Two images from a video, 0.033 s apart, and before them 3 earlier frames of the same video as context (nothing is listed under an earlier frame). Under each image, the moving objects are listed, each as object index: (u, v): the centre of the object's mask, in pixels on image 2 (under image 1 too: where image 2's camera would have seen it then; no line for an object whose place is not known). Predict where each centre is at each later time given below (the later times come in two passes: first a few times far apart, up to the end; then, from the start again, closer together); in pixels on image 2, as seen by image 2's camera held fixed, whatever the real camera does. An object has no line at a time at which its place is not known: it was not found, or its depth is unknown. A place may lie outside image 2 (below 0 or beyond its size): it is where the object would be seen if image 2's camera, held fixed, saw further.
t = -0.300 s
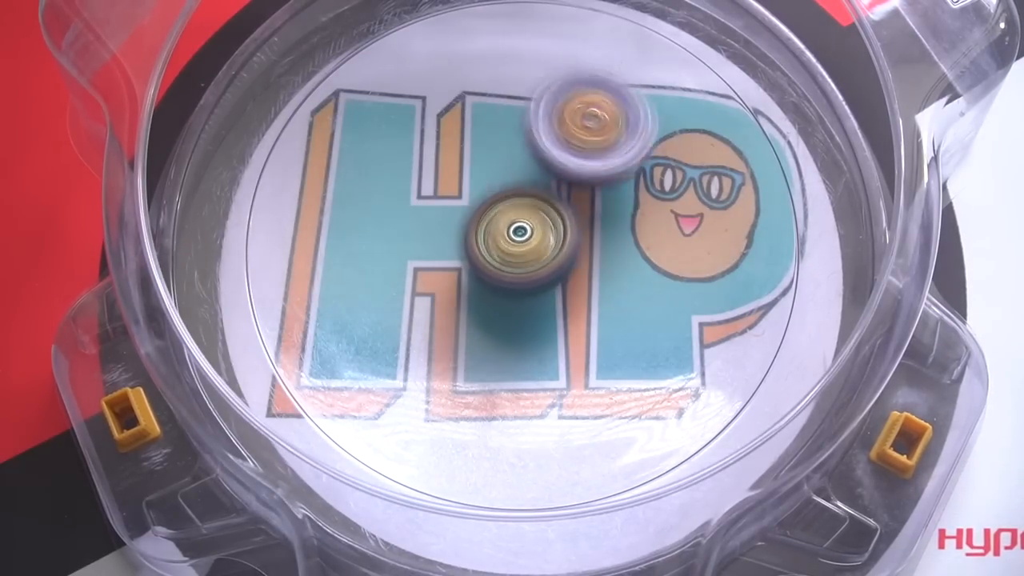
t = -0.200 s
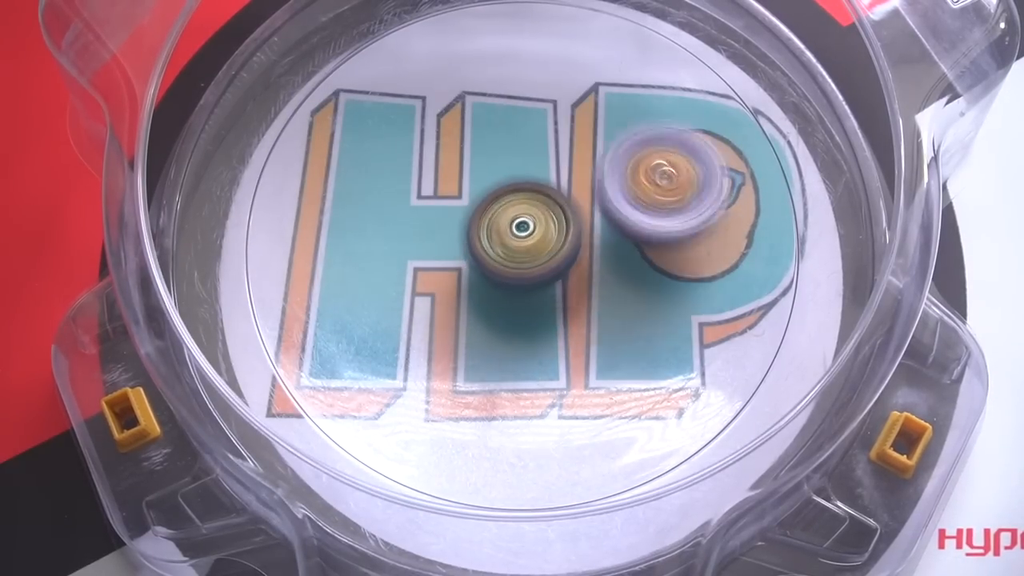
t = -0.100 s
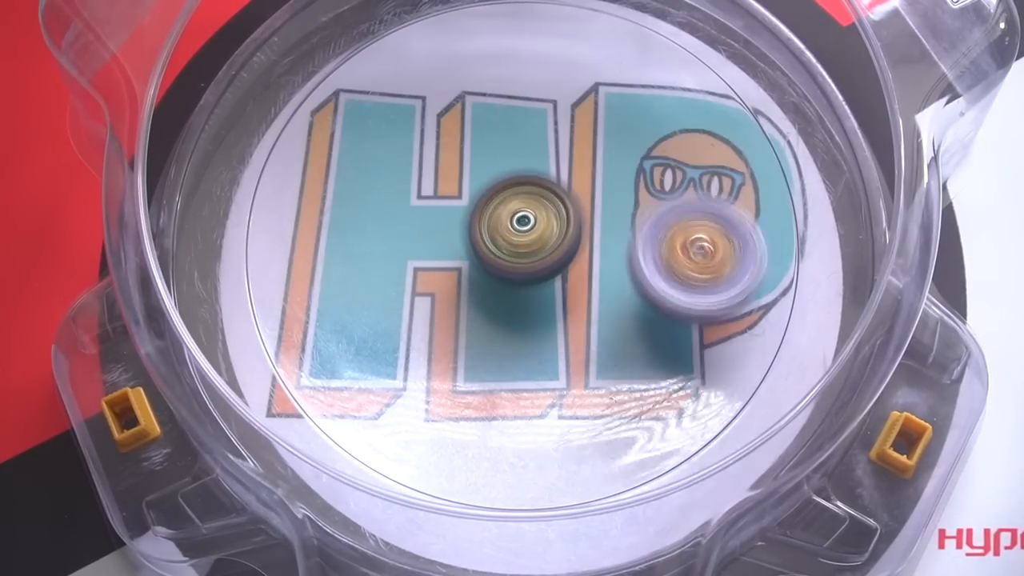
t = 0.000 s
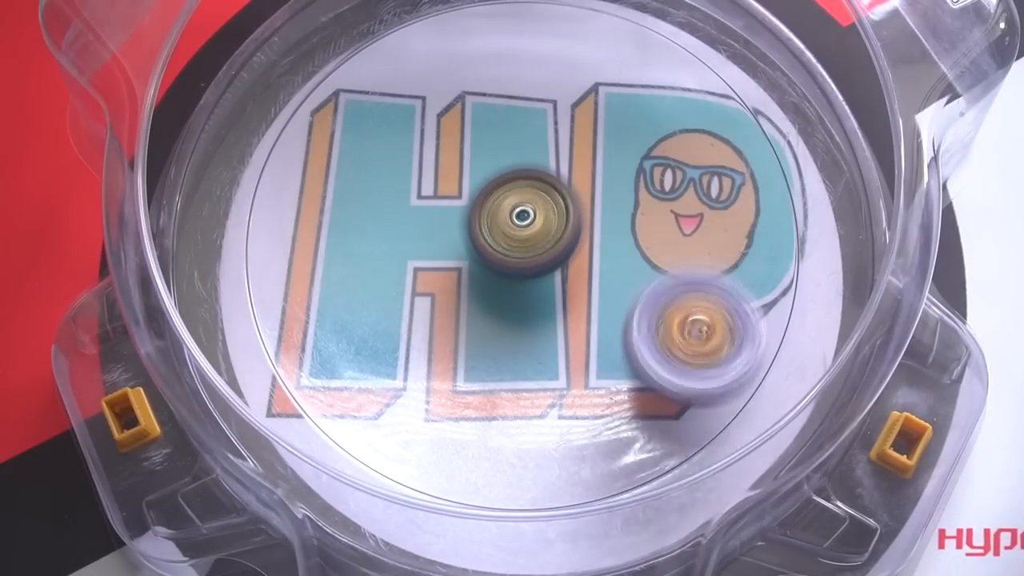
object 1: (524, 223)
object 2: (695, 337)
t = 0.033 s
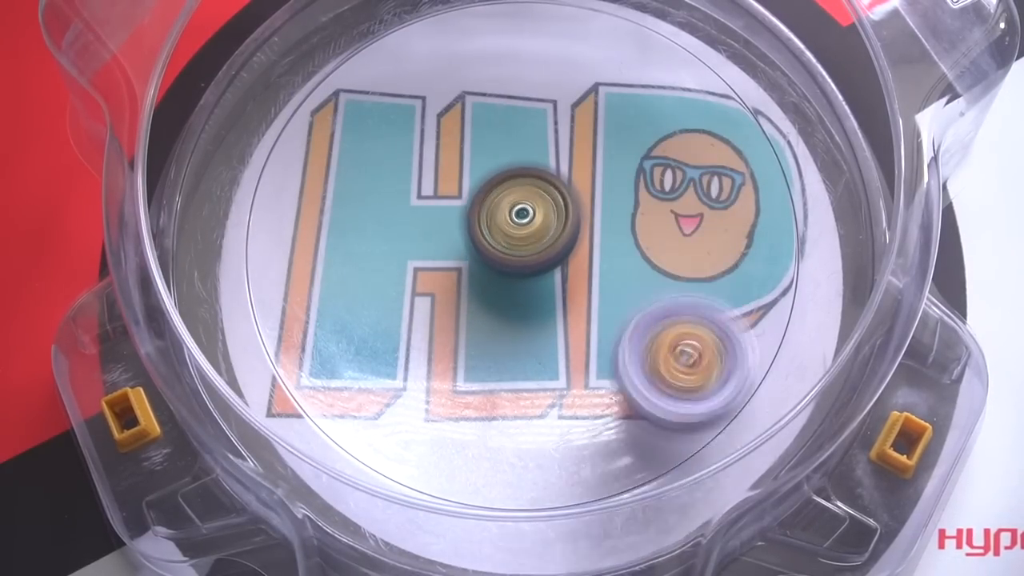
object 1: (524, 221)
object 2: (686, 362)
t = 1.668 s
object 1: (554, 205)
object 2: (345, 242)
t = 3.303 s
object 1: (595, 371)
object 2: (418, 31)
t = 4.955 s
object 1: (487, 292)
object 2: (679, 314)
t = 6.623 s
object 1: (526, 268)
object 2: (379, 315)
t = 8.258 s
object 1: (388, 349)
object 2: (519, 85)
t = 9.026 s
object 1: (434, 321)
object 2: (527, 205)
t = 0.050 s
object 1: (523, 220)
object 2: (677, 376)
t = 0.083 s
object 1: (522, 219)
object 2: (655, 399)
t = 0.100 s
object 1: (521, 218)
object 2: (642, 410)
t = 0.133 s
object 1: (520, 216)
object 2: (613, 425)
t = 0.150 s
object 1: (519, 215)
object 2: (597, 431)
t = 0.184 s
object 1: (518, 214)
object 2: (560, 438)
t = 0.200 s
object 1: (517, 214)
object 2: (544, 437)
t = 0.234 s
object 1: (515, 212)
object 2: (507, 431)
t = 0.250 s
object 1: (515, 212)
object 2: (491, 426)
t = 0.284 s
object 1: (513, 211)
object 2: (459, 411)
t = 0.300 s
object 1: (512, 211)
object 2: (445, 400)
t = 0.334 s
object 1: (511, 210)
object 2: (420, 372)
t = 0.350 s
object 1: (510, 210)
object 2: (411, 359)
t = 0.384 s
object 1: (507, 210)
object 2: (394, 330)
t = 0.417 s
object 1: (506, 210)
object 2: (387, 297)
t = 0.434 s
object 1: (505, 210)
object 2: (385, 282)
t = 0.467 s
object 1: (507, 205)
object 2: (381, 252)
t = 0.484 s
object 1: (515, 199)
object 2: (377, 241)
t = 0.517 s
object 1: (530, 190)
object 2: (375, 216)
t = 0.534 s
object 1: (536, 185)
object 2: (378, 202)
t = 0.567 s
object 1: (543, 178)
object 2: (386, 179)
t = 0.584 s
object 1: (545, 176)
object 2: (392, 169)
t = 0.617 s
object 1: (548, 176)
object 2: (408, 150)
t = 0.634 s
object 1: (549, 176)
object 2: (416, 139)
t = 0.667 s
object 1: (554, 176)
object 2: (430, 119)
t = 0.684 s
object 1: (557, 175)
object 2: (435, 111)
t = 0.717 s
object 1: (561, 175)
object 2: (451, 96)
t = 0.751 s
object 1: (563, 177)
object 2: (468, 81)
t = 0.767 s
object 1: (565, 178)
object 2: (479, 74)
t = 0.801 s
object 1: (566, 179)
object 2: (501, 65)
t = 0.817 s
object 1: (566, 179)
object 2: (512, 59)
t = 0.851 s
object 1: (566, 179)
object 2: (535, 54)
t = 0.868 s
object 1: (566, 178)
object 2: (549, 52)
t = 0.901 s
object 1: (567, 178)
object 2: (574, 51)
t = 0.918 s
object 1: (567, 178)
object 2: (587, 52)
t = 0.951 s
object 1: (567, 178)
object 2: (614, 55)
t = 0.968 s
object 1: (566, 178)
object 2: (626, 58)
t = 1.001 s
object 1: (566, 178)
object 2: (650, 71)
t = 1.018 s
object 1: (566, 178)
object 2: (662, 77)
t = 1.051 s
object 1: (565, 178)
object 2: (682, 100)
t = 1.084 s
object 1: (565, 179)
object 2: (697, 124)
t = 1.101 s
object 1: (565, 179)
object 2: (701, 139)
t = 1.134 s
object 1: (564, 180)
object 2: (707, 165)
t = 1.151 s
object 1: (565, 180)
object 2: (707, 183)
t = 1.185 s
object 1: (564, 181)
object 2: (700, 214)
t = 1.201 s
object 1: (563, 181)
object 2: (699, 226)
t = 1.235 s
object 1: (562, 182)
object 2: (684, 254)
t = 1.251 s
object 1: (562, 182)
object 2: (674, 269)
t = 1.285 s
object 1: (561, 183)
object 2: (650, 294)
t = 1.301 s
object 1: (561, 184)
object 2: (635, 304)
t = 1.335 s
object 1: (560, 186)
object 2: (607, 321)
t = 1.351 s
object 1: (560, 186)
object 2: (590, 327)
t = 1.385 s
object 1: (559, 188)
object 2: (558, 333)
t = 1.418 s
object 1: (558, 189)
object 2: (524, 337)
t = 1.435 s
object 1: (558, 190)
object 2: (510, 335)
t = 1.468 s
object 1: (557, 192)
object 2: (478, 334)
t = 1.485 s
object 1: (557, 193)
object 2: (464, 330)
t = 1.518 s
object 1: (556, 195)
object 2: (434, 322)
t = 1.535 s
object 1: (556, 196)
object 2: (419, 315)
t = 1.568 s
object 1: (555, 198)
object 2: (395, 301)
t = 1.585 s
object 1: (555, 199)
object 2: (384, 292)
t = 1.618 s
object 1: (554, 201)
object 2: (367, 273)
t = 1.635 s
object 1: (554, 203)
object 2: (358, 264)
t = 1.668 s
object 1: (554, 205)
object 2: (345, 242)
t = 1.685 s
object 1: (554, 205)
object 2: (339, 230)
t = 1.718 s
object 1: (554, 207)
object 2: (332, 207)
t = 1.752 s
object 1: (554, 209)
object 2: (328, 182)
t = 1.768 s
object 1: (554, 210)
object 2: (330, 170)
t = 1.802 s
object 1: (554, 212)
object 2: (333, 146)
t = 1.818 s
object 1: (554, 213)
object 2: (340, 135)
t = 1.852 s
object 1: (555, 215)
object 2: (351, 112)
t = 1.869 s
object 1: (555, 216)
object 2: (360, 100)
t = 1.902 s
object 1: (555, 218)
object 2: (378, 84)
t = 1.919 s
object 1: (555, 219)
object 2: (391, 76)
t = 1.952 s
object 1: (556, 221)
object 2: (416, 67)
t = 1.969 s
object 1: (556, 221)
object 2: (429, 63)
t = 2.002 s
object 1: (557, 223)
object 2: (459, 61)
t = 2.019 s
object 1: (558, 224)
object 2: (474, 63)
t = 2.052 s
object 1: (559, 225)
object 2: (504, 71)
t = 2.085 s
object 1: (558, 227)
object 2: (531, 80)
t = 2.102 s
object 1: (559, 227)
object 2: (544, 90)
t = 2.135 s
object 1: (562, 232)
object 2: (569, 104)
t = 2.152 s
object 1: (564, 247)
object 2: (577, 104)
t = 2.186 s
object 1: (572, 278)
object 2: (591, 100)
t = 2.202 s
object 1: (575, 288)
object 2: (598, 101)
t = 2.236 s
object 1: (578, 304)
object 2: (612, 109)
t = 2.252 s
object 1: (579, 310)
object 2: (618, 115)
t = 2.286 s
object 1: (580, 319)
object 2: (632, 132)
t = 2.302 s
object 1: (580, 321)
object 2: (639, 145)
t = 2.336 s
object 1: (581, 320)
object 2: (647, 167)
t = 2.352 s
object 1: (581, 321)
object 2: (649, 180)
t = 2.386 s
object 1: (583, 321)
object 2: (650, 206)
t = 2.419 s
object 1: (570, 369)
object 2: (654, 195)
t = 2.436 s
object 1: (562, 400)
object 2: (659, 176)
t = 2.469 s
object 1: (538, 455)
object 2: (664, 142)
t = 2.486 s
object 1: (531, 482)
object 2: (664, 128)
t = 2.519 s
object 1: (508, 513)
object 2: (667, 106)
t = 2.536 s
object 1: (498, 522)
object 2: (667, 98)
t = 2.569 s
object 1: (478, 536)
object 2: (667, 85)
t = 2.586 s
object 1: (469, 536)
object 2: (666, 82)
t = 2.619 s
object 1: (455, 533)
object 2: (667, 77)
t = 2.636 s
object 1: (449, 532)
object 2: (668, 77)
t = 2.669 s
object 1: (439, 525)
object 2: (668, 81)
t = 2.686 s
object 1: (436, 519)
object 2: (669, 84)
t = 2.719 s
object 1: (433, 504)
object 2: (670, 91)
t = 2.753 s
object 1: (431, 487)
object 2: (670, 102)
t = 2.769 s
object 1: (431, 478)
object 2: (670, 110)
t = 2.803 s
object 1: (436, 453)
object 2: (664, 122)
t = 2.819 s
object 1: (436, 447)
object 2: (658, 130)
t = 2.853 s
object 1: (440, 429)
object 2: (644, 146)
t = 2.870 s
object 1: (442, 417)
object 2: (635, 154)
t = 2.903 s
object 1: (449, 391)
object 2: (614, 166)
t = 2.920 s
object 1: (453, 378)
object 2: (603, 170)
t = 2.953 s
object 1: (461, 356)
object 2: (579, 177)
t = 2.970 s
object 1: (467, 344)
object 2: (565, 180)
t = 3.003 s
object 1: (481, 316)
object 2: (542, 181)
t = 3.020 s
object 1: (488, 306)
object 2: (529, 179)
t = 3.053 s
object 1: (513, 321)
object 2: (502, 146)
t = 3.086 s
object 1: (533, 347)
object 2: (478, 109)
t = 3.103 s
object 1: (544, 356)
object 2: (466, 94)
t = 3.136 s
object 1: (563, 367)
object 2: (445, 69)
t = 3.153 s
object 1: (573, 374)
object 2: (436, 57)
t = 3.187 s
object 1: (590, 381)
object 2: (428, 47)
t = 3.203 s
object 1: (595, 381)
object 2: (424, 44)
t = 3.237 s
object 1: (599, 378)
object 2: (420, 39)
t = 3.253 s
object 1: (598, 376)
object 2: (420, 36)
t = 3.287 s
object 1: (596, 372)
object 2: (418, 32)
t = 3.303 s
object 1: (595, 371)
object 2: (418, 31)
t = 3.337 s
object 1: (592, 366)
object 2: (423, 32)
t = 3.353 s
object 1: (591, 365)
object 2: (426, 34)
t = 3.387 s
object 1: (589, 360)
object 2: (433, 37)
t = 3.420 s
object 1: (587, 352)
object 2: (439, 42)
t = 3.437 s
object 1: (586, 348)
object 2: (442, 46)
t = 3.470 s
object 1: (585, 338)
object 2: (450, 59)
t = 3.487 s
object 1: (583, 333)
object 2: (454, 71)
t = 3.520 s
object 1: (580, 319)
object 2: (458, 92)
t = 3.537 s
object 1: (579, 311)
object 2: (459, 104)
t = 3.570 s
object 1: (575, 296)
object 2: (460, 128)
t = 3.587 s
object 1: (573, 288)
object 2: (460, 138)
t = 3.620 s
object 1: (568, 271)
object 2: (458, 162)
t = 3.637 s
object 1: (566, 261)
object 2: (456, 171)
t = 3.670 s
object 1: (585, 248)
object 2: (434, 186)
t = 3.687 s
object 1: (602, 246)
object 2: (414, 189)
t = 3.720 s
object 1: (635, 242)
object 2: (383, 200)
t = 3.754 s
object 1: (656, 235)
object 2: (358, 211)
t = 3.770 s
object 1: (663, 232)
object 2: (349, 217)
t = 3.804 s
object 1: (671, 229)
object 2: (335, 227)
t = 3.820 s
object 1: (672, 227)
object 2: (329, 232)
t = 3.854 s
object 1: (668, 227)
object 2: (318, 240)
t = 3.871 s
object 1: (666, 226)
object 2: (314, 243)
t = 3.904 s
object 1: (661, 226)
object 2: (307, 251)
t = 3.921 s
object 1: (659, 225)
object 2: (303, 255)
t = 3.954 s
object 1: (653, 224)
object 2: (299, 263)
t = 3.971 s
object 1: (650, 223)
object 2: (298, 266)
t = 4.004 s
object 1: (641, 221)
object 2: (298, 273)
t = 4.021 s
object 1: (636, 220)
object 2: (300, 275)
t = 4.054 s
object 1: (625, 216)
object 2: (306, 282)
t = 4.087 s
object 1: (611, 214)
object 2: (317, 288)
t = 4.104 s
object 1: (603, 212)
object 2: (322, 291)
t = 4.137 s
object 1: (587, 207)
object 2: (337, 296)
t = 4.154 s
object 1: (578, 205)
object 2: (346, 298)
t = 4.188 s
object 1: (559, 201)
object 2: (363, 302)
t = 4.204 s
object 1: (551, 199)
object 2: (373, 306)
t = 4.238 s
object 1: (532, 197)
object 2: (393, 313)
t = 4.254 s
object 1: (523, 195)
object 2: (403, 316)
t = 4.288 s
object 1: (506, 193)
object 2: (421, 322)
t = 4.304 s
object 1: (498, 193)
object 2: (431, 324)
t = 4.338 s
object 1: (482, 193)
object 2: (450, 327)
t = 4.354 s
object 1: (474, 195)
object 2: (459, 330)
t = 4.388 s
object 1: (460, 195)
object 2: (477, 338)
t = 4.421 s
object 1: (449, 198)
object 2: (496, 344)
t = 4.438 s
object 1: (443, 199)
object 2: (505, 347)
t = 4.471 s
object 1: (433, 205)
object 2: (522, 350)
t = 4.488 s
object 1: (429, 206)
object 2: (532, 352)
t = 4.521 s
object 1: (424, 211)
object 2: (550, 356)
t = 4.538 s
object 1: (422, 213)
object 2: (559, 357)
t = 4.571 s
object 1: (419, 219)
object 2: (576, 360)
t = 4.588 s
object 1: (419, 222)
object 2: (584, 360)
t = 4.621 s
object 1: (418, 226)
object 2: (601, 360)
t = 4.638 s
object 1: (419, 230)
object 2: (609, 361)
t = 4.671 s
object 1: (420, 236)
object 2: (628, 362)
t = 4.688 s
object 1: (421, 239)
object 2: (635, 361)
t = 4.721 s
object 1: (425, 245)
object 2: (646, 358)
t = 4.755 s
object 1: (429, 252)
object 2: (658, 356)
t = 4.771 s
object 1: (432, 256)
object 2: (662, 355)
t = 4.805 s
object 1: (440, 264)
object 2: (672, 351)
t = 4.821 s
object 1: (445, 268)
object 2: (675, 349)
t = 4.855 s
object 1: (453, 275)
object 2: (679, 342)
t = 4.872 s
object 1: (457, 279)
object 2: (679, 339)
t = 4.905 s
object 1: (469, 284)
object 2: (681, 330)
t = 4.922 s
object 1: (475, 287)
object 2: (681, 325)
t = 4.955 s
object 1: (487, 292)
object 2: (679, 314)
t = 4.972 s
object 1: (493, 293)
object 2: (676, 309)
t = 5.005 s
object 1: (507, 295)
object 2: (671, 294)
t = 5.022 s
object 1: (514, 294)
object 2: (668, 288)
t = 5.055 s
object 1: (523, 297)
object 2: (666, 274)
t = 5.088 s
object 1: (514, 303)
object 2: (677, 253)
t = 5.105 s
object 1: (510, 304)
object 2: (680, 243)
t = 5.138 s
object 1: (506, 308)
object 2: (685, 227)
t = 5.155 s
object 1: (506, 308)
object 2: (685, 222)
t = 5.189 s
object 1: (506, 308)
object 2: (689, 206)
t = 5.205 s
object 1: (507, 307)
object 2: (690, 198)
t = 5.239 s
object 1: (505, 305)
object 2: (687, 187)
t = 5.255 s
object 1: (504, 304)
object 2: (687, 179)
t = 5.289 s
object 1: (501, 305)
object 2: (686, 168)
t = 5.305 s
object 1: (500, 306)
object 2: (683, 163)
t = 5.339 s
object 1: (500, 306)
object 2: (679, 149)
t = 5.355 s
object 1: (500, 305)
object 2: (676, 145)
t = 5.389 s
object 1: (500, 303)
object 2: (667, 135)
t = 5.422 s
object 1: (497, 303)
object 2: (660, 125)
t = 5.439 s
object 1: (497, 302)
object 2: (654, 121)
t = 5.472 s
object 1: (495, 302)
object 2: (643, 114)
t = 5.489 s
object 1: (494, 301)
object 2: (637, 111)
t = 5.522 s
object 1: (493, 298)
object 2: (624, 105)
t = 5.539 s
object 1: (492, 298)
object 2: (617, 102)
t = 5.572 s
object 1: (490, 298)
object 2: (604, 97)
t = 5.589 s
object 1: (490, 297)
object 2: (597, 96)
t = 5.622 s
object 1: (489, 298)
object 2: (583, 92)
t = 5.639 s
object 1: (489, 297)
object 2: (577, 90)
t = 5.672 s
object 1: (488, 297)
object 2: (562, 89)
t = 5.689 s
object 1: (488, 297)
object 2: (554, 87)
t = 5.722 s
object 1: (487, 295)
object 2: (539, 86)
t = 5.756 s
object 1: (488, 295)
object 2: (524, 88)
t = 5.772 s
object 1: (488, 294)
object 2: (518, 88)
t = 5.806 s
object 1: (487, 294)
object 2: (503, 90)
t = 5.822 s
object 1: (487, 292)
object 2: (496, 91)
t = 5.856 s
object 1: (488, 290)
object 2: (483, 93)
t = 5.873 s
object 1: (487, 290)
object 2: (475, 95)
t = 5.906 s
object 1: (486, 288)
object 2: (461, 99)
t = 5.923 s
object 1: (486, 288)
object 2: (455, 102)
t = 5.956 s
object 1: (485, 287)
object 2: (442, 107)
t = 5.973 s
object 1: (485, 287)
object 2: (437, 112)
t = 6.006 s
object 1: (484, 285)
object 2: (424, 118)
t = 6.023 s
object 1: (483, 286)
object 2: (420, 121)
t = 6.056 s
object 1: (482, 285)
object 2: (409, 129)
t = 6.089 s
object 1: (480, 285)
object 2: (400, 138)
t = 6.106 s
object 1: (480, 285)
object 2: (396, 143)
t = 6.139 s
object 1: (479, 285)
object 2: (386, 151)
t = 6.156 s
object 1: (478, 285)
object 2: (384, 155)
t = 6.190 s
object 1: (479, 284)
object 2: (377, 168)
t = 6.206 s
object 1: (478, 284)
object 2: (375, 172)
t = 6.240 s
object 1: (477, 284)
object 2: (372, 185)
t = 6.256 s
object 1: (477, 284)
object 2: (369, 191)
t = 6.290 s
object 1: (476, 284)
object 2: (368, 202)
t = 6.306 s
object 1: (476, 284)
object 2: (367, 210)
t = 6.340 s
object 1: (491, 283)
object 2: (361, 216)
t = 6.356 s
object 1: (497, 284)
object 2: (359, 223)
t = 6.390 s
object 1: (512, 284)
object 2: (358, 233)
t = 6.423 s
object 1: (519, 280)
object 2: (359, 245)
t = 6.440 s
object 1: (522, 279)
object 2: (358, 252)
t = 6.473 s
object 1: (523, 276)
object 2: (361, 263)
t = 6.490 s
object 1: (521, 275)
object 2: (363, 270)
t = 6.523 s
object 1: (518, 275)
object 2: (369, 279)
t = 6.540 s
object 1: (517, 275)
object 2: (372, 287)
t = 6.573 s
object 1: (516, 274)
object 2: (380, 295)
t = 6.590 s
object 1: (515, 273)
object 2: (385, 301)
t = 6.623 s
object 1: (526, 268)
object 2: (379, 315)
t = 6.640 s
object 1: (536, 261)
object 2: (376, 324)
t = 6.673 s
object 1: (545, 251)
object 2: (372, 334)
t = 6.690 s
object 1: (551, 247)
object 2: (370, 340)
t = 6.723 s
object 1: (555, 241)
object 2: (367, 346)
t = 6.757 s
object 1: (555, 238)
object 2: (365, 355)
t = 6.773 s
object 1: (554, 236)
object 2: (367, 356)
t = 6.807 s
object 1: (551, 235)
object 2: (369, 361)
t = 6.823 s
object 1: (550, 233)
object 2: (373, 363)
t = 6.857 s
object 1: (546, 231)
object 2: (380, 364)
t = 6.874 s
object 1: (544, 231)
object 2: (385, 364)
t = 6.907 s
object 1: (540, 229)
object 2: (397, 361)
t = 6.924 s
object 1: (538, 228)
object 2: (405, 361)
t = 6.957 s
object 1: (534, 228)
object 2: (420, 356)
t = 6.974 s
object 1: (531, 228)
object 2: (429, 354)
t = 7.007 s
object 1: (525, 227)
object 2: (444, 347)
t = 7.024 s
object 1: (523, 228)
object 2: (451, 345)
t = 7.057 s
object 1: (517, 225)
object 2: (465, 342)
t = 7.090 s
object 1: (514, 204)
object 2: (478, 355)
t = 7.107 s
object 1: (512, 194)
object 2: (485, 364)
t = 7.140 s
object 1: (508, 179)
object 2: (500, 366)
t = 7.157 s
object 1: (506, 174)
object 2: (506, 365)
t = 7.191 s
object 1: (504, 169)
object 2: (519, 365)
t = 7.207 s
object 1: (503, 169)
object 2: (521, 363)
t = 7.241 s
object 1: (499, 172)
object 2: (533, 360)
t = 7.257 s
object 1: (499, 175)
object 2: (541, 359)
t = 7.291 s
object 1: (500, 180)
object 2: (551, 352)
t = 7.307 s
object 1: (500, 181)
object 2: (557, 349)
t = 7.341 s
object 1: (498, 182)
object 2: (566, 342)
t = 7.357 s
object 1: (498, 184)
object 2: (568, 337)
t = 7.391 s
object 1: (500, 188)
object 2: (574, 328)
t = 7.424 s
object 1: (498, 194)
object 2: (580, 318)
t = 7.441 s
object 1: (499, 197)
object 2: (583, 313)
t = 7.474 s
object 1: (501, 201)
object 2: (585, 303)
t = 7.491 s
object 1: (502, 203)
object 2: (587, 296)
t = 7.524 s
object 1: (473, 197)
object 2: (619, 296)
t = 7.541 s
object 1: (455, 196)
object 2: (636, 297)
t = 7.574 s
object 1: (427, 189)
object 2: (666, 295)
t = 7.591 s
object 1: (415, 183)
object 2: (681, 294)
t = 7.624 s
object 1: (395, 178)
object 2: (695, 289)
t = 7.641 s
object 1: (388, 180)
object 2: (698, 284)
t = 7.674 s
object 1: (380, 180)
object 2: (700, 274)
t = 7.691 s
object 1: (379, 180)
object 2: (698, 271)
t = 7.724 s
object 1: (378, 183)
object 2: (692, 265)
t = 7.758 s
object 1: (381, 187)
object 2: (684, 258)
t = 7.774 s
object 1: (382, 188)
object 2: (681, 257)
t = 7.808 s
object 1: (387, 193)
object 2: (673, 256)
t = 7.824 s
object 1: (388, 193)
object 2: (665, 255)
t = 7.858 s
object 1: (395, 202)
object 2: (655, 252)
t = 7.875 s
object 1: (397, 204)
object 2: (647, 247)
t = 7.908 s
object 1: (406, 213)
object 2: (627, 242)
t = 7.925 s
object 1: (413, 218)
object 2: (617, 241)
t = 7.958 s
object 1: (423, 227)
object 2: (593, 234)
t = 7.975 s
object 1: (432, 234)
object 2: (578, 234)
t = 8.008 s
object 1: (440, 247)
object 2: (552, 226)
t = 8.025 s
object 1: (440, 259)
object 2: (548, 215)
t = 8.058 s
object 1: (433, 292)
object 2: (540, 190)
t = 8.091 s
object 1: (427, 315)
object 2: (537, 159)
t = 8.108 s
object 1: (423, 327)
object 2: (532, 146)
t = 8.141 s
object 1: (413, 345)
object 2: (529, 124)
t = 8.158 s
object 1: (408, 350)
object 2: (529, 112)
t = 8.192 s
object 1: (399, 354)
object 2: (523, 99)
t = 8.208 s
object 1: (395, 353)
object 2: (523, 95)
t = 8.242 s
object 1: (390, 351)
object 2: (520, 84)
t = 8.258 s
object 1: (388, 349)
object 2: (519, 85)
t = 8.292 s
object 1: (384, 347)
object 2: (515, 86)
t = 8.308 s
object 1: (383, 346)
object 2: (512, 86)
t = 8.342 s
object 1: (381, 344)
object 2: (511, 93)
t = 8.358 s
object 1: (381, 343)
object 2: (509, 91)
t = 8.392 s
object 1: (379, 341)
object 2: (504, 100)
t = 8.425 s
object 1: (378, 337)
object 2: (503, 107)
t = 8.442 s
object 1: (378, 337)
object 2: (497, 113)
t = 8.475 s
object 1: (377, 333)
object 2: (492, 128)
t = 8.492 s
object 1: (377, 332)
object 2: (491, 133)
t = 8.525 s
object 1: (376, 327)
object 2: (483, 151)
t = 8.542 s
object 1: (376, 325)
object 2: (482, 161)
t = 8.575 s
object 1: (376, 319)
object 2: (476, 178)
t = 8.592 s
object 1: (377, 315)
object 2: (471, 188)
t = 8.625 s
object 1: (379, 308)
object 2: (470, 211)
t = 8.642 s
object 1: (380, 310)
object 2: (470, 212)
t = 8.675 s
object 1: (383, 317)
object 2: (470, 211)
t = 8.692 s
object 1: (386, 318)
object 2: (469, 212)
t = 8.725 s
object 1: (393, 316)
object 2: (471, 214)
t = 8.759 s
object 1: (399, 313)
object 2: (476, 216)
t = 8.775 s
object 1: (404, 312)
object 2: (480, 214)
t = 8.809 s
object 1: (412, 312)
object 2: (485, 212)
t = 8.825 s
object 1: (417, 312)
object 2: (489, 212)
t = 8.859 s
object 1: (424, 316)
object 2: (499, 214)
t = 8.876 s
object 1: (428, 318)
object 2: (502, 213)
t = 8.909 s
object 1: (433, 322)
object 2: (509, 213)
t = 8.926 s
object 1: (434, 324)
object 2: (511, 212)
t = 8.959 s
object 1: (434, 325)
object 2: (515, 212)
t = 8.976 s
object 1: (434, 325)
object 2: (518, 210)
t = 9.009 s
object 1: (434, 323)
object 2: (524, 208)
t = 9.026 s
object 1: (434, 321)
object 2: (527, 205)
